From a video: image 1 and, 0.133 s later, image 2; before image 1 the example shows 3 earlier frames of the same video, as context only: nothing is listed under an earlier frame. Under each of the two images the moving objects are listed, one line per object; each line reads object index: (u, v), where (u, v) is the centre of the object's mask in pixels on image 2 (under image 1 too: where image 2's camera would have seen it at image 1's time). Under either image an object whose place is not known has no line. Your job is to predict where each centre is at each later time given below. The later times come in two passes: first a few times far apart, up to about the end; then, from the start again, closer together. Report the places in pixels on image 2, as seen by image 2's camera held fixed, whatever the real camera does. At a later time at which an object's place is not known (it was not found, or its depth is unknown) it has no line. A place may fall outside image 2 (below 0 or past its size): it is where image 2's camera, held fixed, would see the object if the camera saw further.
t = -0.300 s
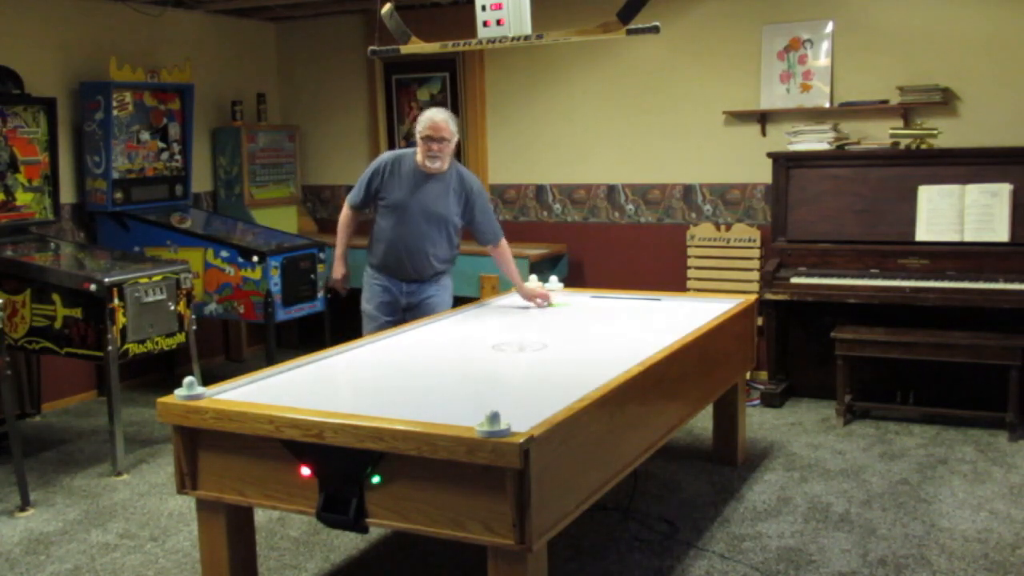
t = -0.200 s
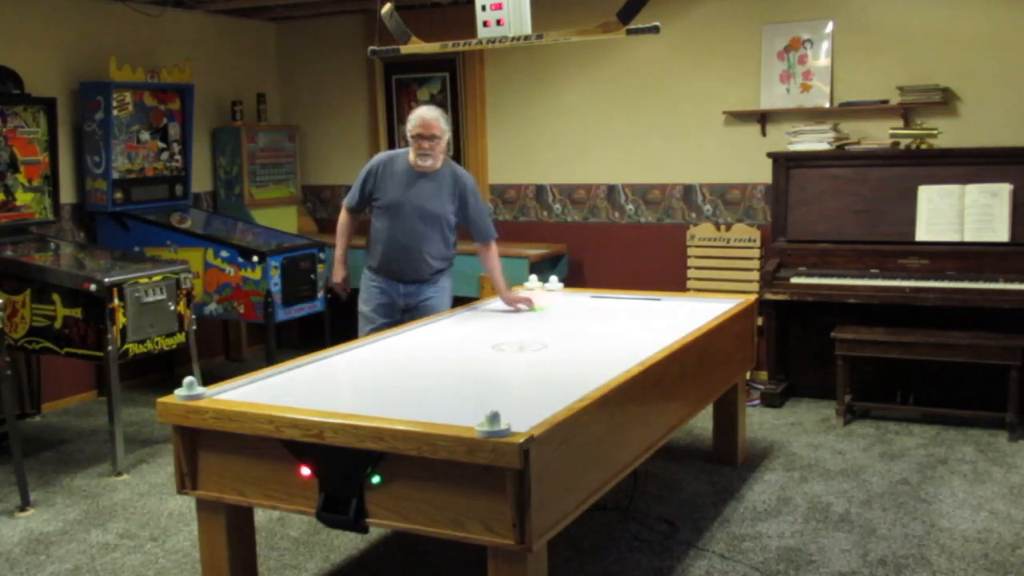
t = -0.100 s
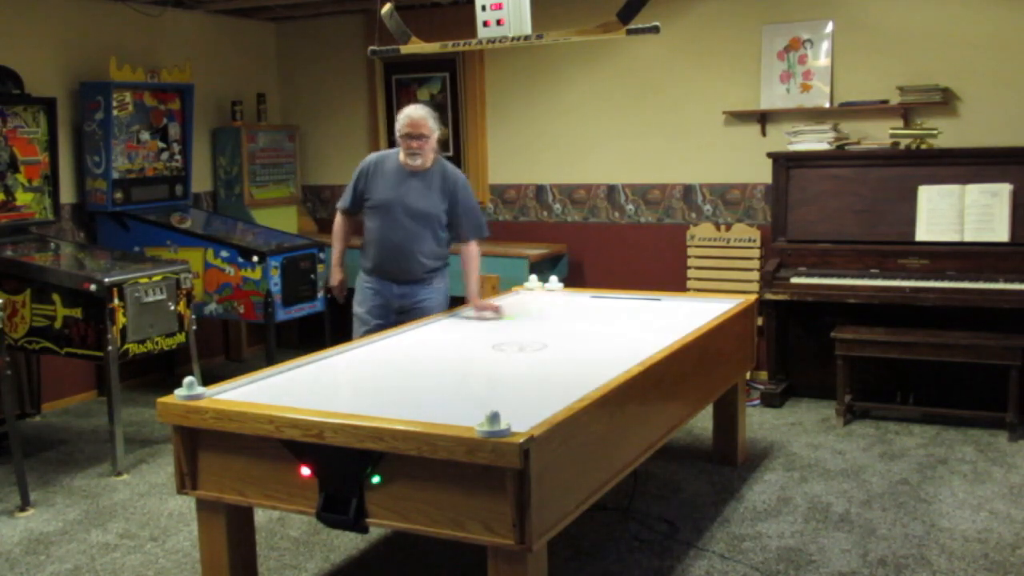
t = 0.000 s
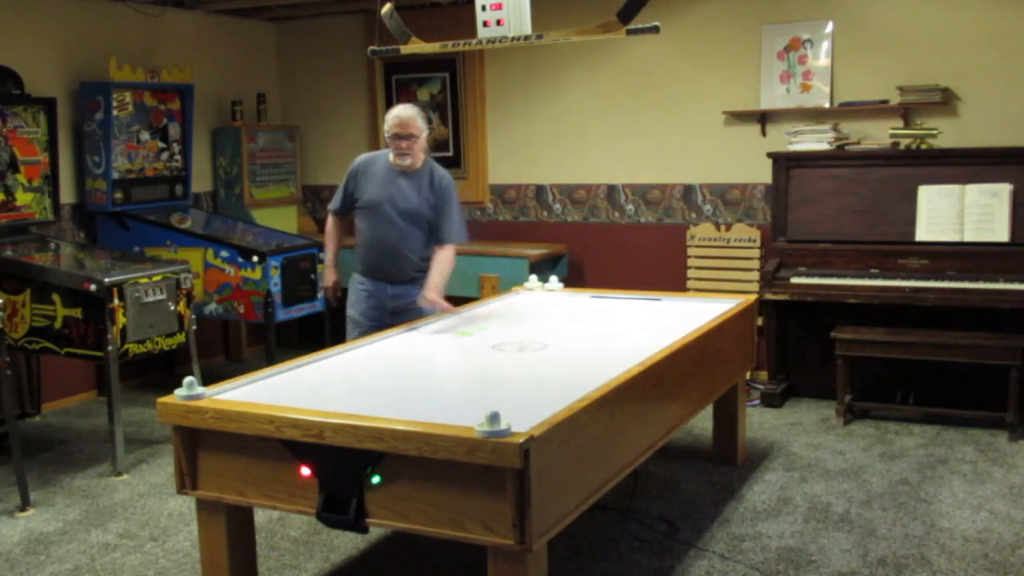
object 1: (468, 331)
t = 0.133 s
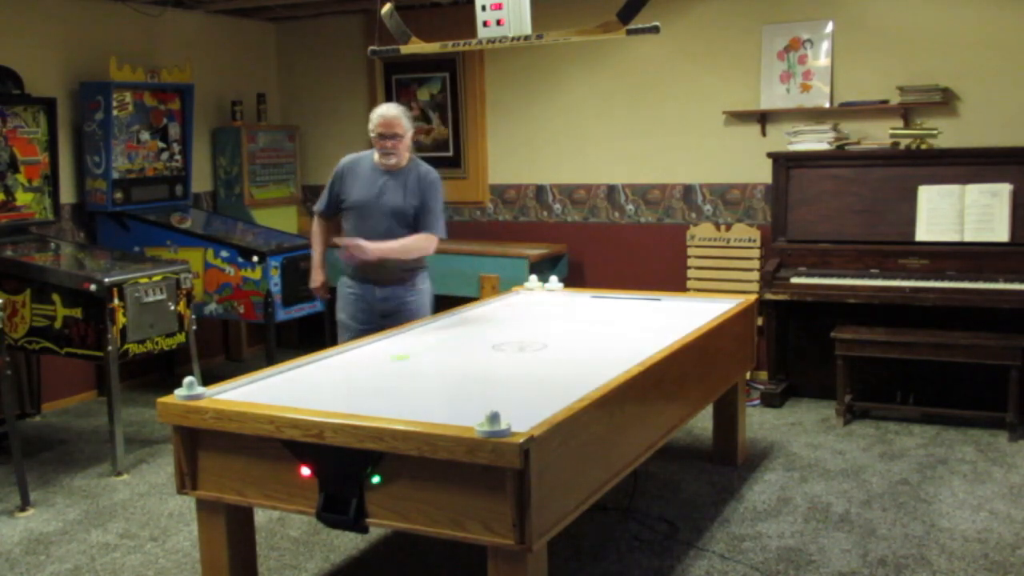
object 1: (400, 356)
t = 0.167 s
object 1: (384, 362)
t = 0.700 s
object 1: (397, 360)
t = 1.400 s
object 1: (568, 303)
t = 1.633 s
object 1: (575, 301)
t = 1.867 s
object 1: (555, 311)
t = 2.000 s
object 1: (544, 319)
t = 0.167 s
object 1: (384, 362)
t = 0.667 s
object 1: (386, 364)
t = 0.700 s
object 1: (397, 360)
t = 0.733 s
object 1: (407, 356)
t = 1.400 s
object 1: (568, 303)
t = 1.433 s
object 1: (572, 301)
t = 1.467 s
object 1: (579, 300)
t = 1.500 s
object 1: (580, 299)
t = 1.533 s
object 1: (581, 298)
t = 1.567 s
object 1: (579, 300)
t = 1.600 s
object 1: (577, 301)
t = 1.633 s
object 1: (575, 301)
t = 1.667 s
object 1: (574, 302)
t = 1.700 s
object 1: (573, 304)
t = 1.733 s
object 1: (568, 306)
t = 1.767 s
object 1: (566, 307)
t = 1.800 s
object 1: (563, 309)
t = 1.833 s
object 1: (560, 310)
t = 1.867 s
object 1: (555, 311)
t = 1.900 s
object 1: (552, 314)
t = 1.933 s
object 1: (547, 317)
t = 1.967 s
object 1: (546, 317)
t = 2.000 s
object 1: (544, 319)
